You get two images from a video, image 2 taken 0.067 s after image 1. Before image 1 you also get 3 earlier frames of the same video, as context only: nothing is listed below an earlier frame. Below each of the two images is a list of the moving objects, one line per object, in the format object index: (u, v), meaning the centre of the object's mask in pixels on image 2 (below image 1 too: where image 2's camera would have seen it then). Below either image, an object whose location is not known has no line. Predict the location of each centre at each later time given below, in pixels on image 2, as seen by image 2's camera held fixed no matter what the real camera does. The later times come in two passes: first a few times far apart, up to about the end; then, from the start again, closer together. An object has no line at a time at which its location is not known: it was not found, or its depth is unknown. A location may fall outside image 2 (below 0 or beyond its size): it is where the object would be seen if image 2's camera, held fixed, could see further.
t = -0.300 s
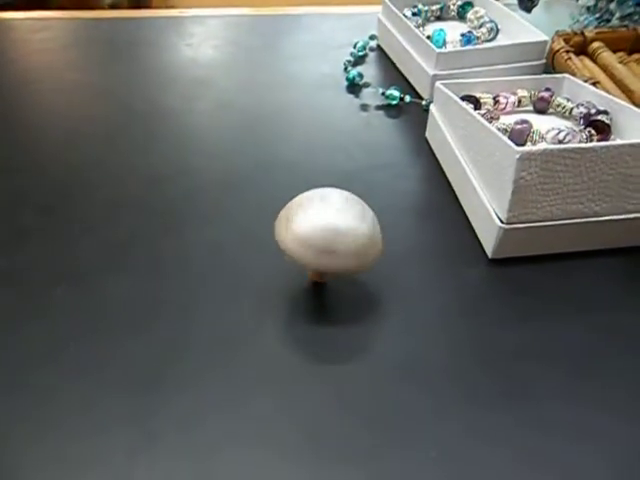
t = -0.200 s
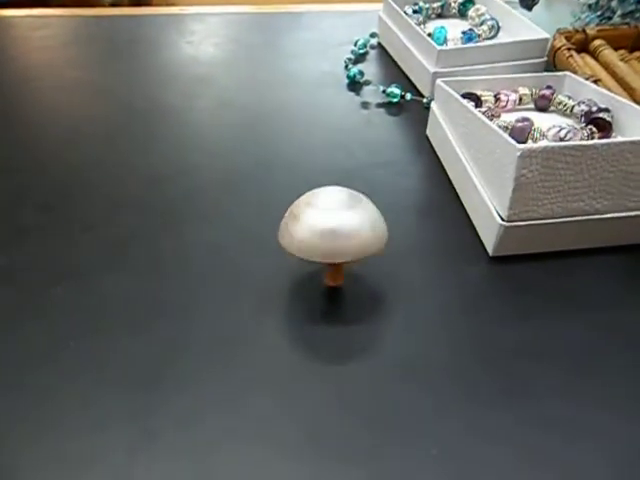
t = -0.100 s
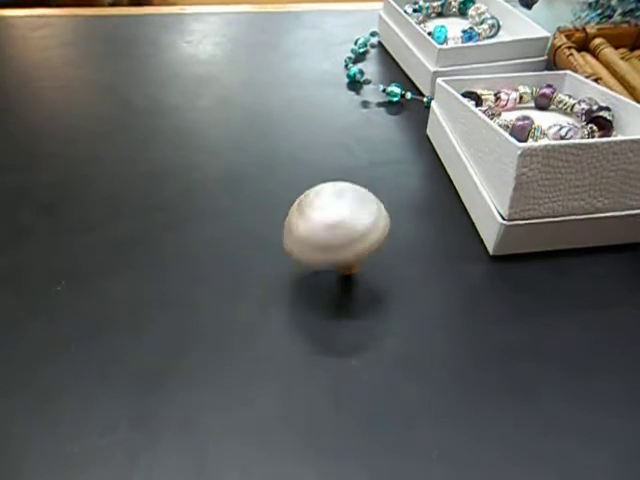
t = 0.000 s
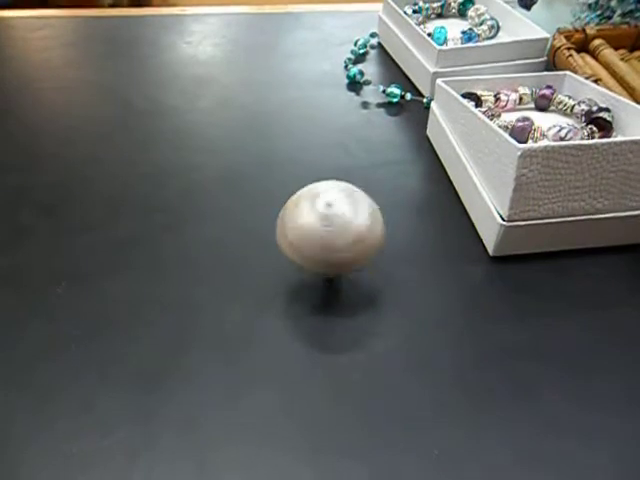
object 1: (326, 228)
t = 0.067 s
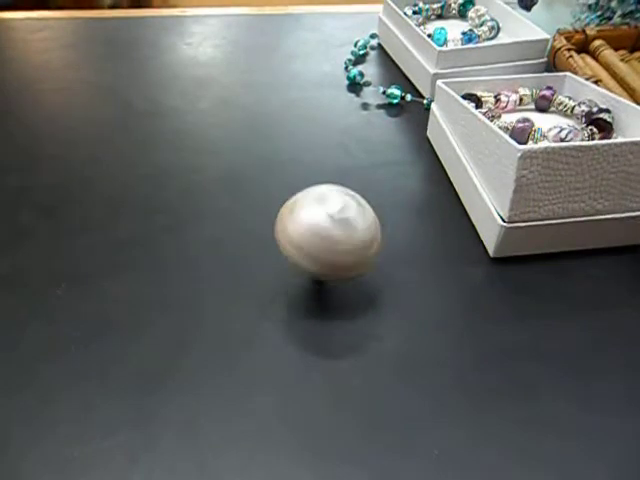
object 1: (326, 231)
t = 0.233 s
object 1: (347, 235)
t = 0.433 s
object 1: (338, 208)
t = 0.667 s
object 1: (333, 220)
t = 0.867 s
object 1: (333, 213)
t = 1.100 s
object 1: (336, 217)
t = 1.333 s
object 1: (329, 214)
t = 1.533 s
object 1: (338, 217)
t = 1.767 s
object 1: (331, 215)
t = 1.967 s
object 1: (336, 212)
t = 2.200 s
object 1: (335, 215)
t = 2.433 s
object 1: (331, 214)
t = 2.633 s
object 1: (337, 215)
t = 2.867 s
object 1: (334, 218)
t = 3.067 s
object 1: (330, 214)
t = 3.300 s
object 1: (340, 216)
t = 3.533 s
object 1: (318, 206)
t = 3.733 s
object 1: (318, 227)
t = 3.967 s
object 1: (393, 236)
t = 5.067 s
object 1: (476, 250)
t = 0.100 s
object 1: (329, 233)
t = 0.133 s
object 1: (334, 234)
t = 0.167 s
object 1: (339, 234)
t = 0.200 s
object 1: (344, 233)
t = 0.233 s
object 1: (347, 235)
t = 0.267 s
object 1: (347, 227)
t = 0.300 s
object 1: (347, 220)
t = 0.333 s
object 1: (348, 218)
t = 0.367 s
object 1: (346, 217)
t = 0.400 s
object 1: (343, 208)
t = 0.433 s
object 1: (338, 208)
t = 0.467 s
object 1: (330, 209)
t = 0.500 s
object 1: (326, 213)
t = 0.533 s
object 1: (324, 215)
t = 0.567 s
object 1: (325, 214)
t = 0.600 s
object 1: (326, 215)
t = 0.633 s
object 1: (328, 220)
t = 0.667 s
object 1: (333, 220)
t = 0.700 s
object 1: (336, 219)
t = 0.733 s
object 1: (336, 217)
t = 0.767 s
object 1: (338, 216)
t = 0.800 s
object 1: (340, 212)
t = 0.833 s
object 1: (338, 212)
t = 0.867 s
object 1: (333, 213)
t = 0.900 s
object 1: (328, 213)
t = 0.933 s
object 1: (327, 213)
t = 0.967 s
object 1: (328, 213)
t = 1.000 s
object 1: (329, 216)
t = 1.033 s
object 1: (330, 217)
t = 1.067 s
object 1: (333, 219)
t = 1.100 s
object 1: (336, 217)
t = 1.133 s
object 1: (335, 216)
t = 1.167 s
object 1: (336, 216)
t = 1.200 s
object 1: (336, 213)
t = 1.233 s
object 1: (334, 211)
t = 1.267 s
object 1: (332, 211)
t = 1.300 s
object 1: (330, 217)
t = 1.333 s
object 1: (329, 214)
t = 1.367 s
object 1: (331, 215)
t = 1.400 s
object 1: (330, 216)
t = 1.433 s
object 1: (331, 218)
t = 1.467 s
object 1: (334, 217)
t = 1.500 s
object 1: (334, 215)
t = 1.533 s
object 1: (338, 217)
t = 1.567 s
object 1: (339, 212)
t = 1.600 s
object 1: (338, 211)
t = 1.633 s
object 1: (333, 213)
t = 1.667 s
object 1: (330, 217)
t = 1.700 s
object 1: (330, 214)
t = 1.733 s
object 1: (331, 213)
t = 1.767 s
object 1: (331, 215)
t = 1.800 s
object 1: (333, 217)
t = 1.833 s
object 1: (336, 215)
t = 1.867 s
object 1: (336, 213)
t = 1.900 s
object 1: (339, 216)
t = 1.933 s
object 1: (338, 215)
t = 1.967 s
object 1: (336, 212)
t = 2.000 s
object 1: (333, 216)
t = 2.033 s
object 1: (329, 218)
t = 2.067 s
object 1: (331, 215)
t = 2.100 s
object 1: (332, 214)
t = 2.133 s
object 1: (332, 216)
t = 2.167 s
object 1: (334, 217)
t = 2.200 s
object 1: (335, 215)
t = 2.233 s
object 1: (335, 214)
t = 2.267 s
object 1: (337, 216)
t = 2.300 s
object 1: (336, 213)
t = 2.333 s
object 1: (333, 212)
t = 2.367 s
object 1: (330, 211)
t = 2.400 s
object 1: (329, 215)
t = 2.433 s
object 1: (331, 214)
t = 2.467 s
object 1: (332, 215)
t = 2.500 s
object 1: (332, 217)
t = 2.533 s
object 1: (335, 216)
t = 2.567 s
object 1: (335, 214)
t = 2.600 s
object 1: (336, 213)
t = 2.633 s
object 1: (337, 215)
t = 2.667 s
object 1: (335, 214)
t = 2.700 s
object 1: (332, 213)
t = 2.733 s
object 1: (330, 216)
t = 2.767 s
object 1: (331, 216)
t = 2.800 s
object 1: (333, 214)
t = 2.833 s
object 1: (331, 216)
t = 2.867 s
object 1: (334, 218)
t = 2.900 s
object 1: (335, 216)
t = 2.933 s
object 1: (334, 214)
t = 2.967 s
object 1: (337, 216)
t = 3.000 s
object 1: (337, 214)
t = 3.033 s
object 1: (334, 212)
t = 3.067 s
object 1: (330, 214)
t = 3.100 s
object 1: (328, 216)
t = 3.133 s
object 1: (328, 215)
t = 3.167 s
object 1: (330, 216)
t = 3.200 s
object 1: (329, 218)
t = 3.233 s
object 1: (333, 220)
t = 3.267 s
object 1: (337, 219)
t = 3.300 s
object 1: (340, 216)
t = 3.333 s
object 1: (340, 213)
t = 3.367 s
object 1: (342, 212)
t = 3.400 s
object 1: (341, 210)
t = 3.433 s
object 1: (337, 207)
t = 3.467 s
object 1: (333, 205)
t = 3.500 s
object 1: (325, 205)
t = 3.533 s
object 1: (318, 206)
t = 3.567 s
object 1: (315, 209)
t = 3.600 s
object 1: (312, 212)
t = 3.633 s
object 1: (311, 214)
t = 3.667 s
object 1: (312, 218)
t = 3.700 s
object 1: (314, 221)
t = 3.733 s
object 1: (318, 227)
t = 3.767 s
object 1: (324, 231)
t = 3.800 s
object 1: (333, 235)
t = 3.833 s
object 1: (343, 238)
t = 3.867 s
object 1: (353, 239)
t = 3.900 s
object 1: (365, 239)
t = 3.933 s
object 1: (378, 238)
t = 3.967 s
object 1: (393, 236)
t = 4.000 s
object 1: (408, 235)
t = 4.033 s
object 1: (423, 235)
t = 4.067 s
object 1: (439, 236)
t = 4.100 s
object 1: (461, 240)
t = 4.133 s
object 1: (473, 248)
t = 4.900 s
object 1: (421, 235)
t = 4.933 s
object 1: (431, 235)
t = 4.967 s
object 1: (444, 237)
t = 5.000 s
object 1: (457, 239)
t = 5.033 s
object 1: (468, 244)
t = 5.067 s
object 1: (476, 250)
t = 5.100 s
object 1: (486, 256)
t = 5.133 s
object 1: (493, 262)
